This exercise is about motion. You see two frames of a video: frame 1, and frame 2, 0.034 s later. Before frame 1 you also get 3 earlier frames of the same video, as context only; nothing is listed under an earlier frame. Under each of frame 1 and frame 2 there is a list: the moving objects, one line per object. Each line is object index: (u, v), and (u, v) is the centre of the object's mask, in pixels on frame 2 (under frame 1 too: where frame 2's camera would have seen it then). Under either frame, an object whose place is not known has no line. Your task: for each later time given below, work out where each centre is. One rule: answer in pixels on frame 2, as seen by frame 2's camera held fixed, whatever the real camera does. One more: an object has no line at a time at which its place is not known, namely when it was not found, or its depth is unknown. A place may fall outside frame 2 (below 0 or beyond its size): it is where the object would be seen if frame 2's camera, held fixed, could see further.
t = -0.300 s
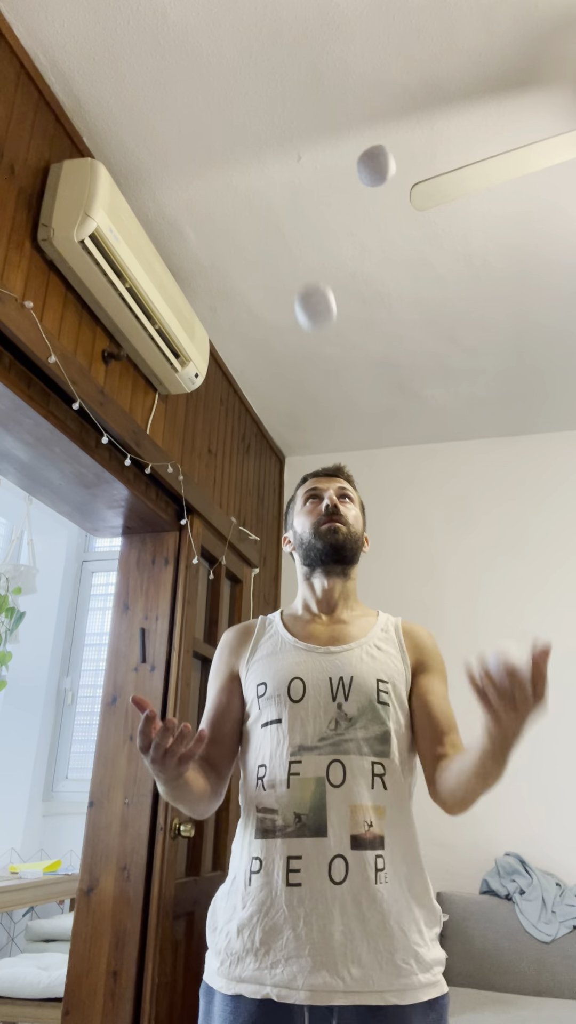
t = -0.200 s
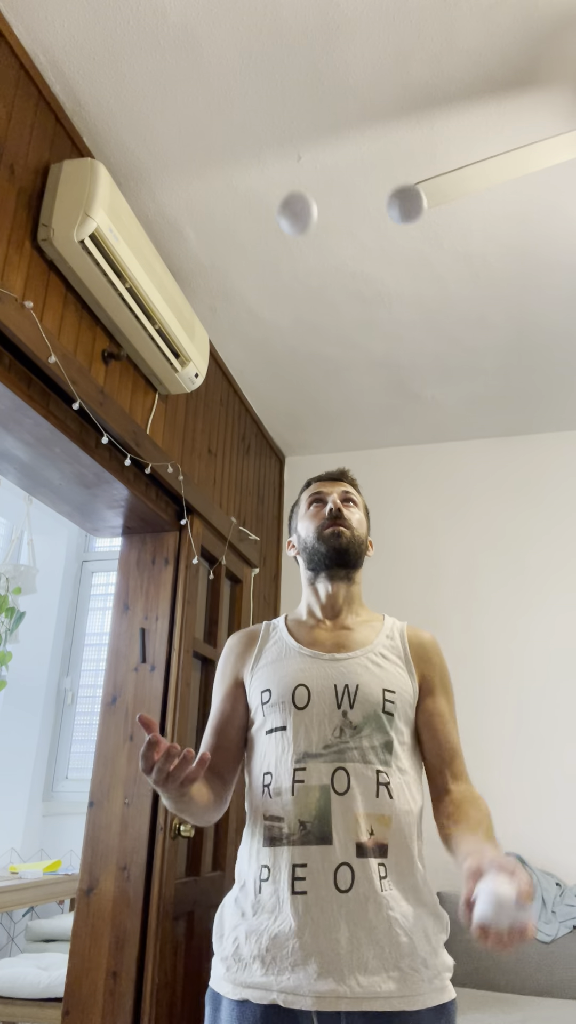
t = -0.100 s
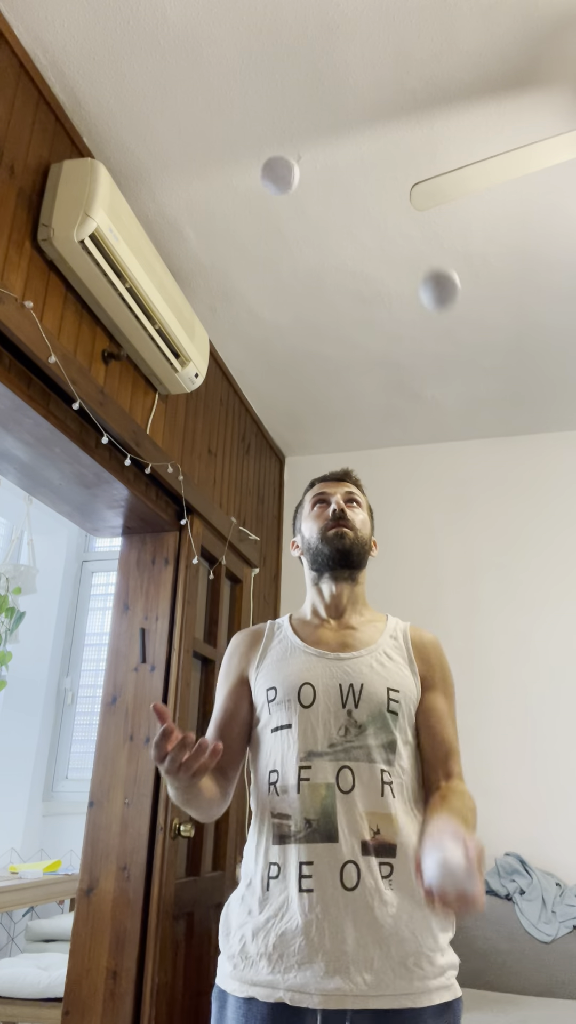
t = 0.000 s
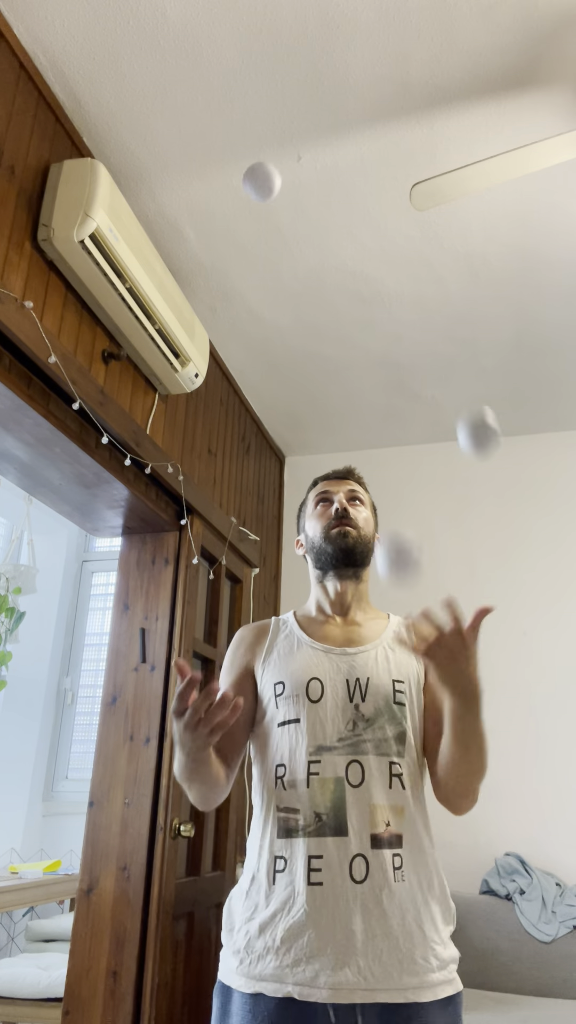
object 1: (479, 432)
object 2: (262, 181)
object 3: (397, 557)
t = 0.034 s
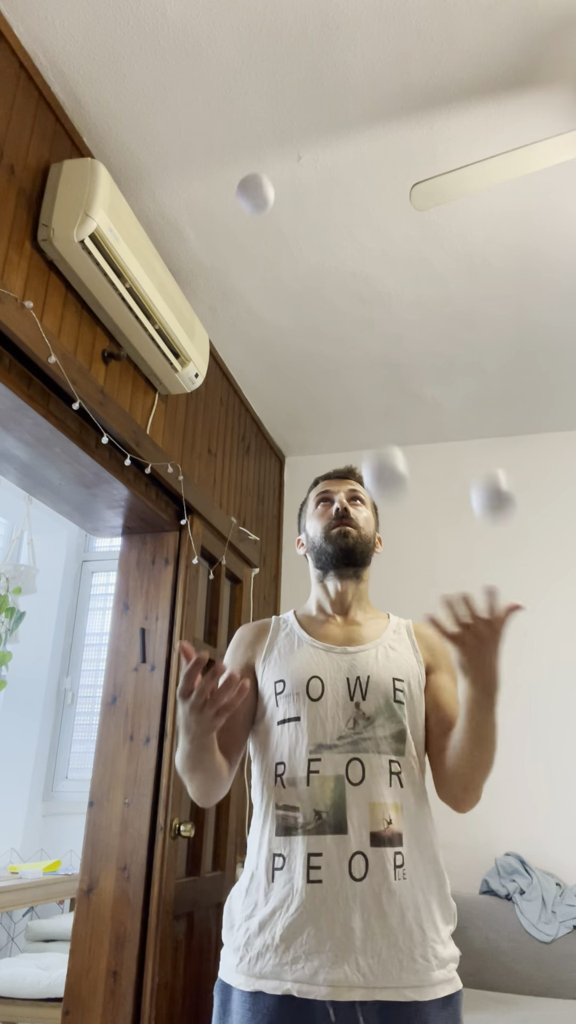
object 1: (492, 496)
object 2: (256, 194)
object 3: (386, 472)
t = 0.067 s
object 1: (510, 571)
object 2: (249, 210)
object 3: (373, 403)
